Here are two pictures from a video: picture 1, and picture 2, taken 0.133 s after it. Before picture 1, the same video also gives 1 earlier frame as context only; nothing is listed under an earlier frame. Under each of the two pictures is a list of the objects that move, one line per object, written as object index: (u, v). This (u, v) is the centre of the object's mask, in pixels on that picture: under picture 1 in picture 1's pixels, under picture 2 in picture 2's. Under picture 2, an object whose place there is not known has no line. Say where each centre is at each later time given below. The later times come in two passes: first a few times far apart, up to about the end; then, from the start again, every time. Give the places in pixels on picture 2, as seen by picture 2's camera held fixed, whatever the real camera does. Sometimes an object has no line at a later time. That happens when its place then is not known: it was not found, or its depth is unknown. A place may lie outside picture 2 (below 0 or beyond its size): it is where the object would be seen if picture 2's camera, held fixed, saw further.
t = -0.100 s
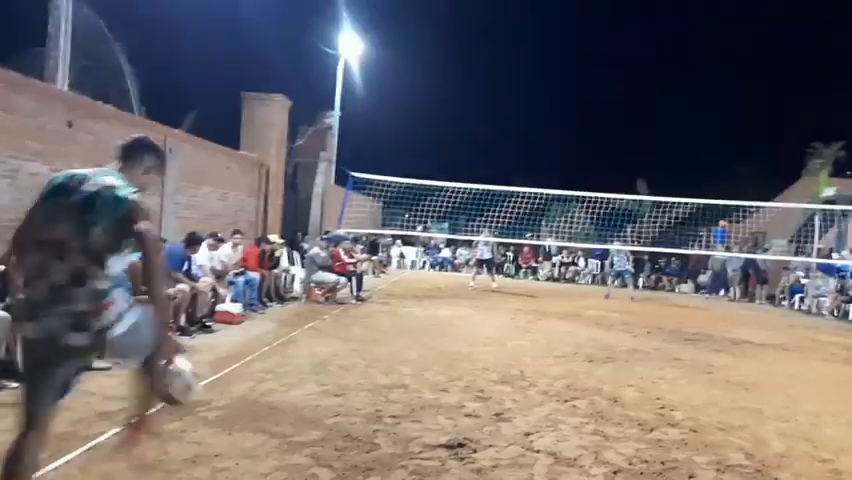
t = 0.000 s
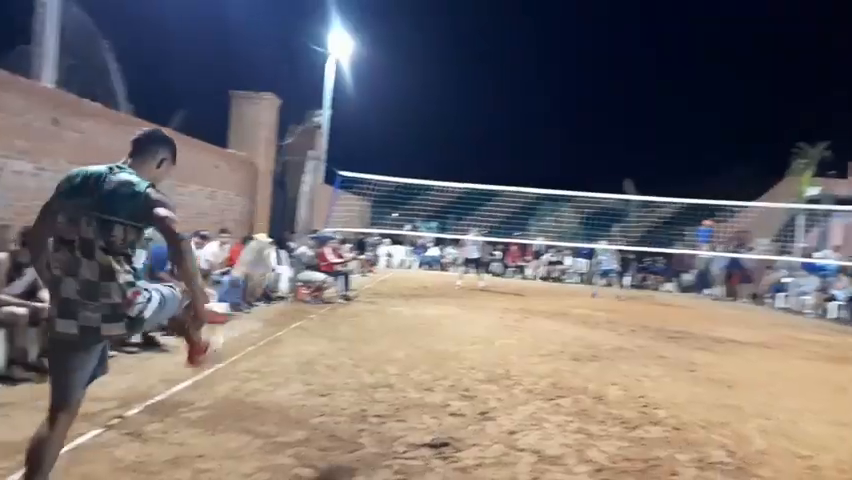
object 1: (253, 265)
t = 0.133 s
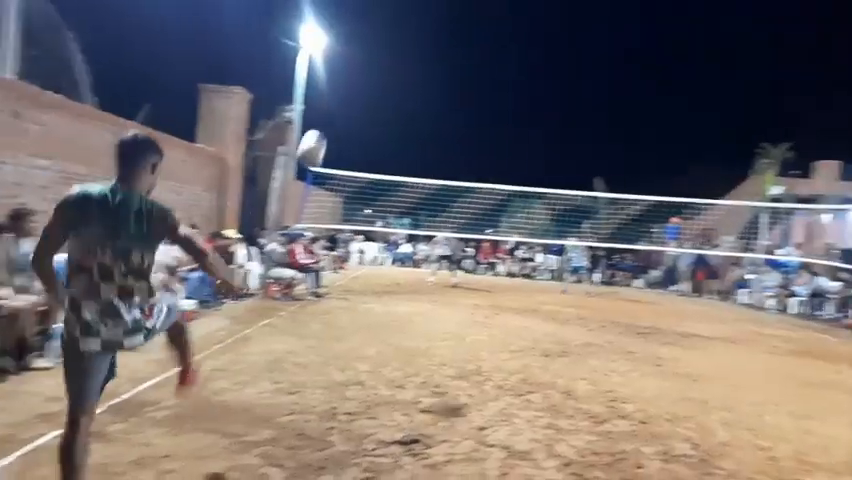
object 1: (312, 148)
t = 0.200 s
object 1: (338, 119)
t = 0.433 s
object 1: (397, 75)
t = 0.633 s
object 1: (423, 83)
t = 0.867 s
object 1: (436, 112)
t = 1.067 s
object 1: (441, 146)
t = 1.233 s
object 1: (444, 177)
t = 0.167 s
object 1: (326, 133)
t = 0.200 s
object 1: (338, 119)
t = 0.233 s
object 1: (350, 107)
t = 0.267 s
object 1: (361, 98)
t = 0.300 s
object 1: (370, 90)
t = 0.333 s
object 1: (378, 84)
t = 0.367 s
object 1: (386, 80)
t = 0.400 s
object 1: (392, 77)
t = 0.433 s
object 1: (397, 75)
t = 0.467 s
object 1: (403, 74)
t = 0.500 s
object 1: (408, 74)
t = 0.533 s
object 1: (412, 76)
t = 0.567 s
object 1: (416, 78)
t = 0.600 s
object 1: (420, 80)
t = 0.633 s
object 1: (423, 83)
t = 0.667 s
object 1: (427, 87)
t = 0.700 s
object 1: (429, 90)
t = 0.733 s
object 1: (430, 93)
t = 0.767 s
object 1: (433, 97)
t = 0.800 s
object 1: (434, 102)
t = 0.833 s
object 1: (435, 107)
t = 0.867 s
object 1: (436, 112)
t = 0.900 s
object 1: (438, 117)
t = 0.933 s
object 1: (439, 122)
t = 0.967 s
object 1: (439, 128)
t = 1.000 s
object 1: (440, 134)
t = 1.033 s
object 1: (441, 140)
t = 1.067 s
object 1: (441, 146)
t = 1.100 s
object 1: (442, 152)
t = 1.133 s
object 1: (443, 159)
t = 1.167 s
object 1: (443, 165)
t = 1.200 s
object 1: (443, 172)
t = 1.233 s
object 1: (444, 177)
